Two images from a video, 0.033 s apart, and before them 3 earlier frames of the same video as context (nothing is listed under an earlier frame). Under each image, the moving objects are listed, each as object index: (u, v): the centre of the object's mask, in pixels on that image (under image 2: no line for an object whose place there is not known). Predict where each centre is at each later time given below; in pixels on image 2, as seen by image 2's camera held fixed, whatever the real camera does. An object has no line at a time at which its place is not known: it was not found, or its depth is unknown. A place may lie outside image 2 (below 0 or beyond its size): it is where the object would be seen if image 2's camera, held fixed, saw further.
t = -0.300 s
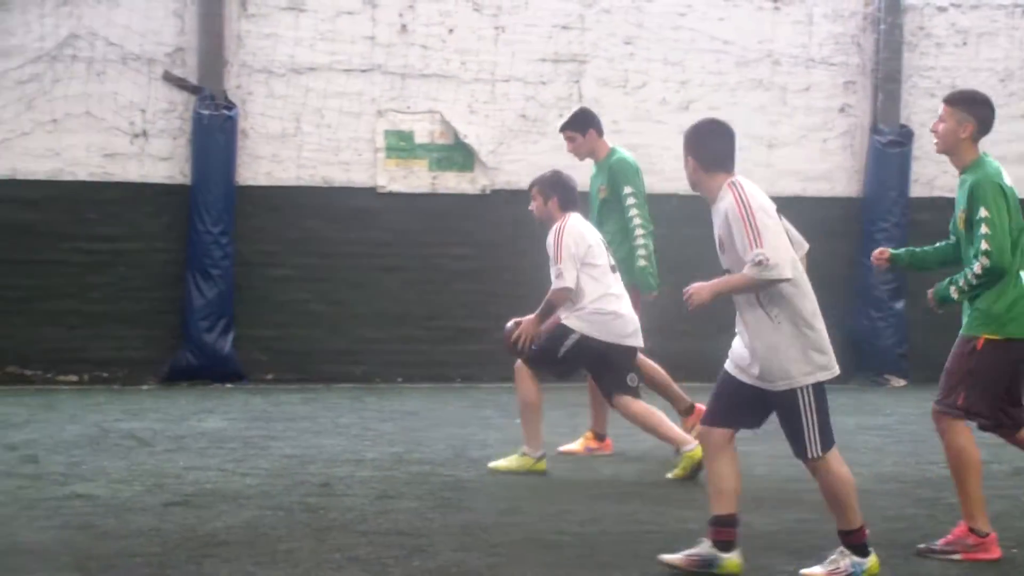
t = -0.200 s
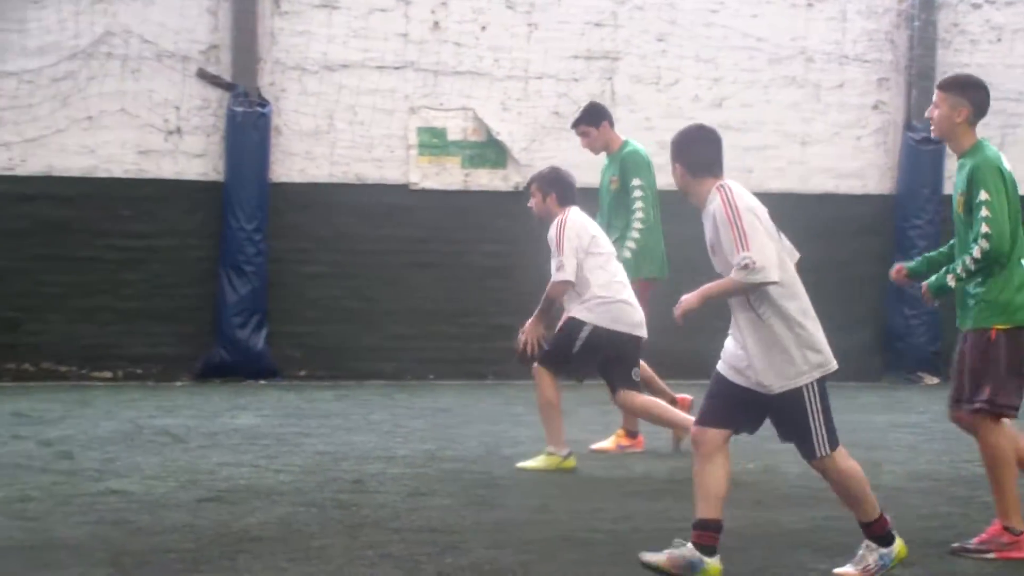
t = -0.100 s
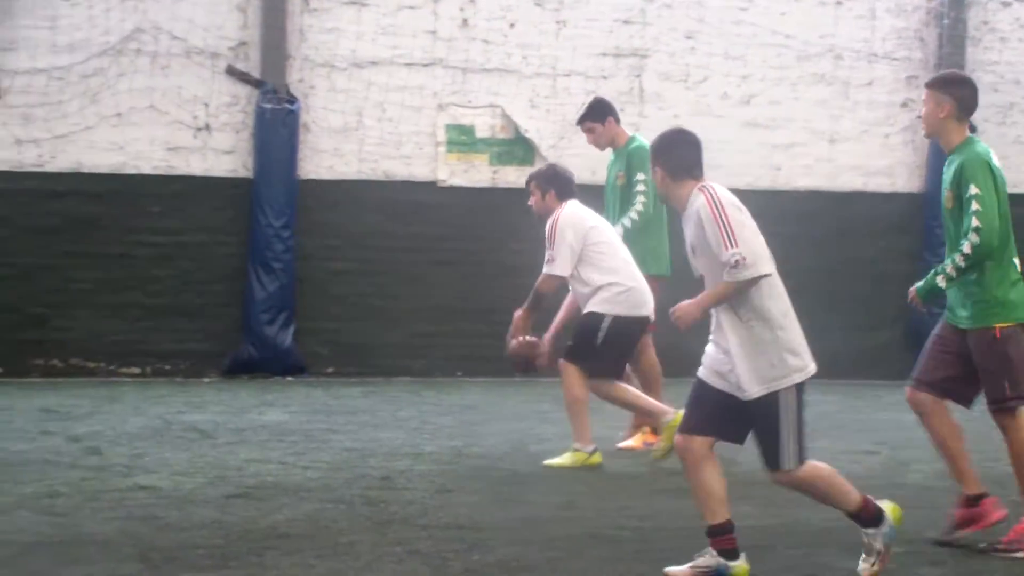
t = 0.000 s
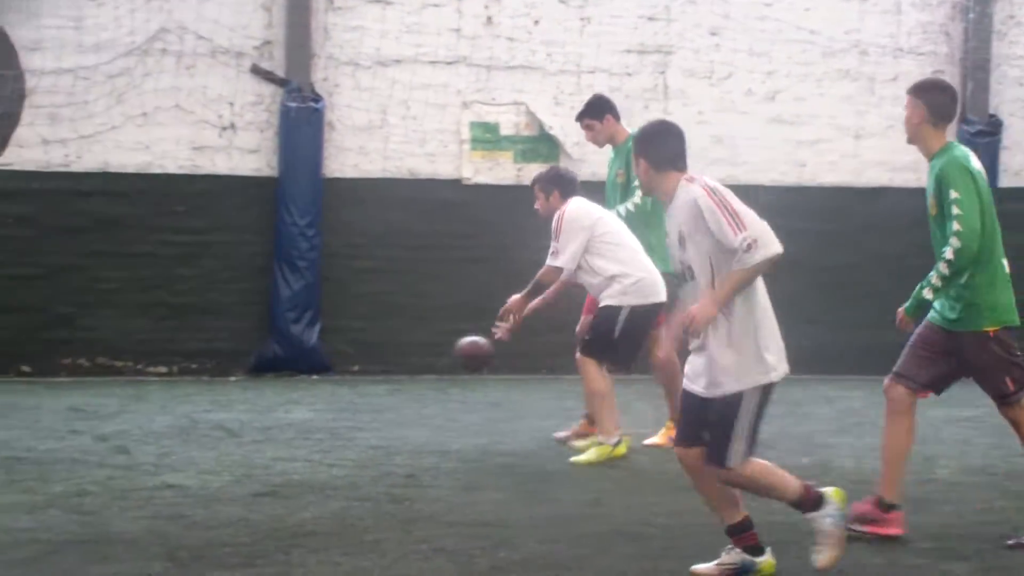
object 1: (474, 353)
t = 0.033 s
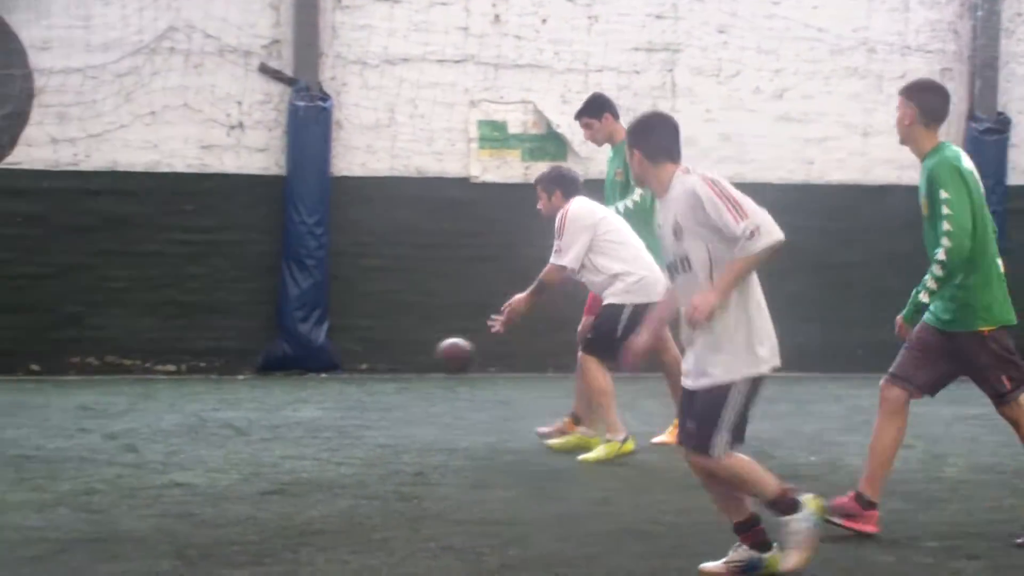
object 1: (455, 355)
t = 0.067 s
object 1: (426, 361)
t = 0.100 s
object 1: (401, 368)
